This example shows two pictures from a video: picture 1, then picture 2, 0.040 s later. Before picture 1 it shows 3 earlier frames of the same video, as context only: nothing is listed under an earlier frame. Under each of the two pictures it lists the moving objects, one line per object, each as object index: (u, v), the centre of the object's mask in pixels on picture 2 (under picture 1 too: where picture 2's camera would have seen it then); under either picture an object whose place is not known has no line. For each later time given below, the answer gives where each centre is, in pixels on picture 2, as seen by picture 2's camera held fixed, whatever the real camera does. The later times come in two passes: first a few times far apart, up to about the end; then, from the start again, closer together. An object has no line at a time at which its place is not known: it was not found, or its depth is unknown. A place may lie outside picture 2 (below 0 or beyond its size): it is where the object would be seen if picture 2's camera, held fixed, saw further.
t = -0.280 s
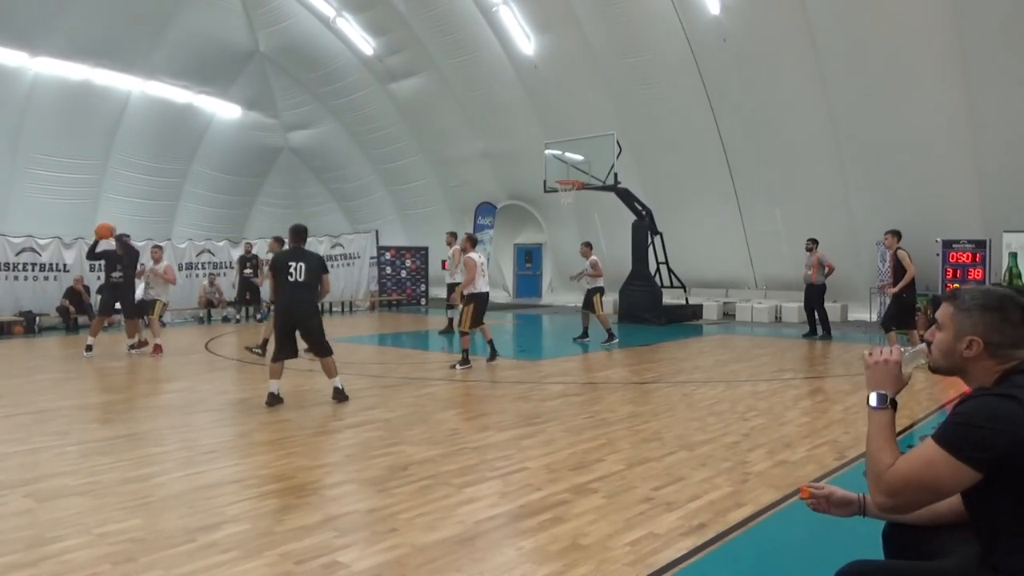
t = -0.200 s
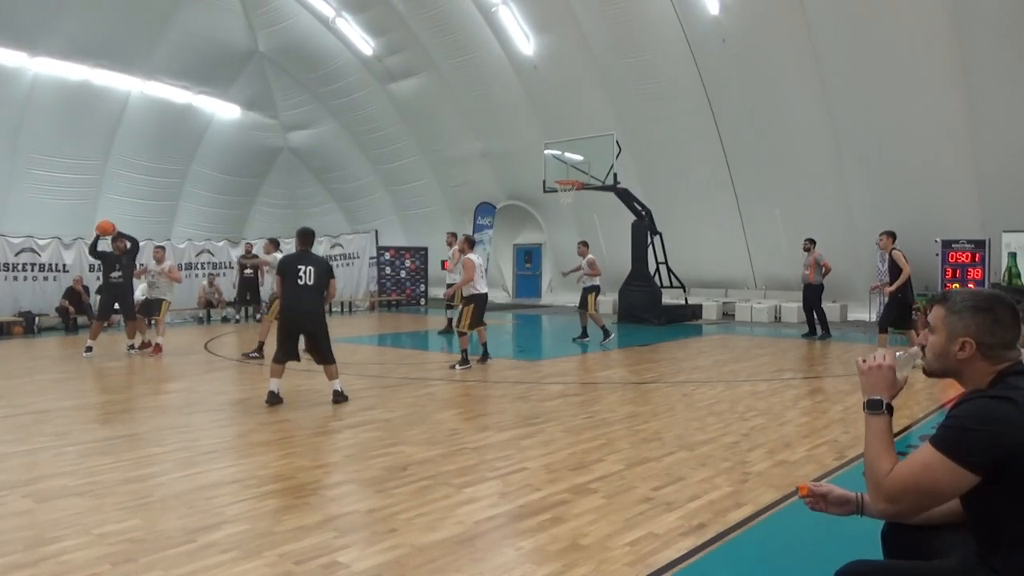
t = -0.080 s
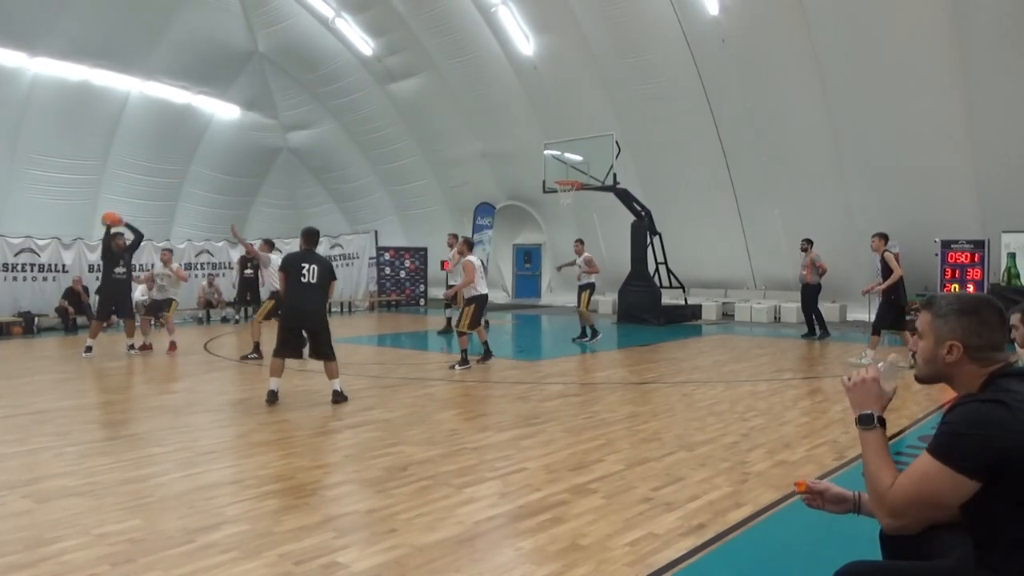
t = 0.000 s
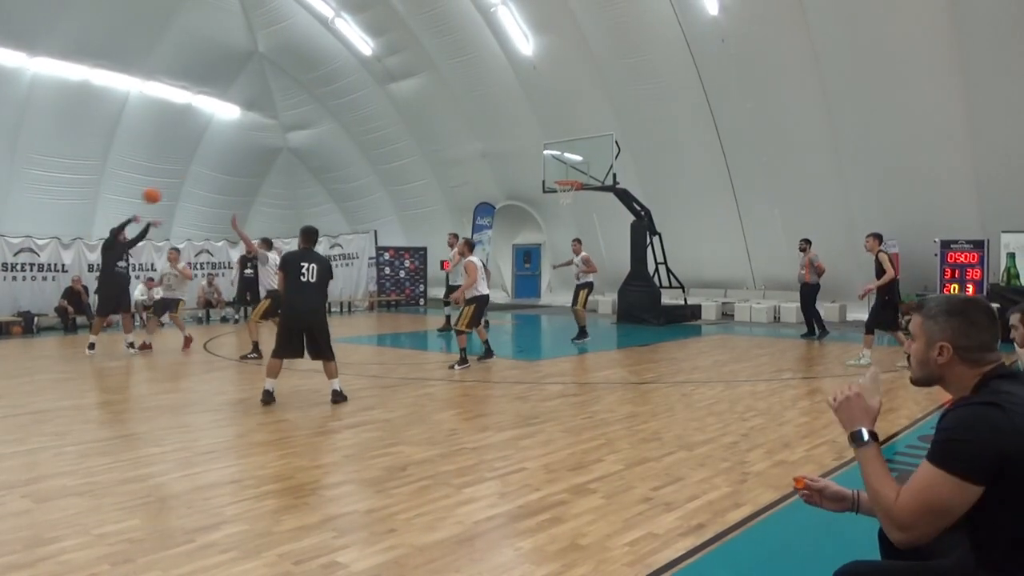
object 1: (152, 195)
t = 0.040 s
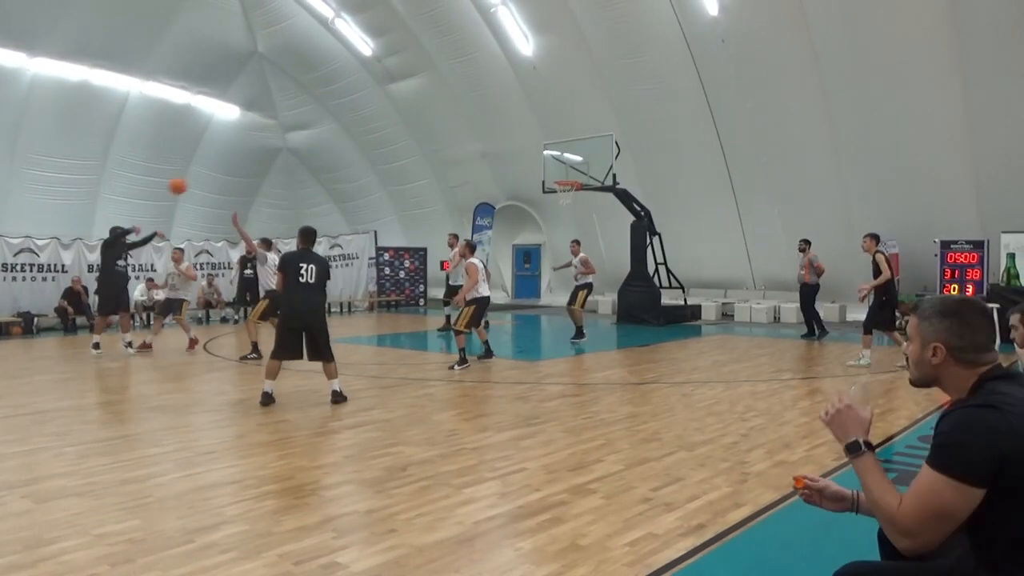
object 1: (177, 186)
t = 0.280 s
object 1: (341, 149)
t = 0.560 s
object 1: (535, 154)
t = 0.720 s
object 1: (649, 183)
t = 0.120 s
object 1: (231, 169)
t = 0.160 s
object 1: (258, 163)
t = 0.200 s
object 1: (286, 157)
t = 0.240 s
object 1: (313, 152)
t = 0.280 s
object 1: (341, 149)
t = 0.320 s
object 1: (368, 146)
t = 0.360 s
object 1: (396, 145)
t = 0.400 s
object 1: (424, 145)
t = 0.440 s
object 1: (452, 146)
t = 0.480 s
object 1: (479, 147)
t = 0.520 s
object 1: (508, 150)
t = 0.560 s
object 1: (535, 154)
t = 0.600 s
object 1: (564, 161)
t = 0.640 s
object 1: (593, 166)
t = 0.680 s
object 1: (621, 174)
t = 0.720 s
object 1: (649, 183)
